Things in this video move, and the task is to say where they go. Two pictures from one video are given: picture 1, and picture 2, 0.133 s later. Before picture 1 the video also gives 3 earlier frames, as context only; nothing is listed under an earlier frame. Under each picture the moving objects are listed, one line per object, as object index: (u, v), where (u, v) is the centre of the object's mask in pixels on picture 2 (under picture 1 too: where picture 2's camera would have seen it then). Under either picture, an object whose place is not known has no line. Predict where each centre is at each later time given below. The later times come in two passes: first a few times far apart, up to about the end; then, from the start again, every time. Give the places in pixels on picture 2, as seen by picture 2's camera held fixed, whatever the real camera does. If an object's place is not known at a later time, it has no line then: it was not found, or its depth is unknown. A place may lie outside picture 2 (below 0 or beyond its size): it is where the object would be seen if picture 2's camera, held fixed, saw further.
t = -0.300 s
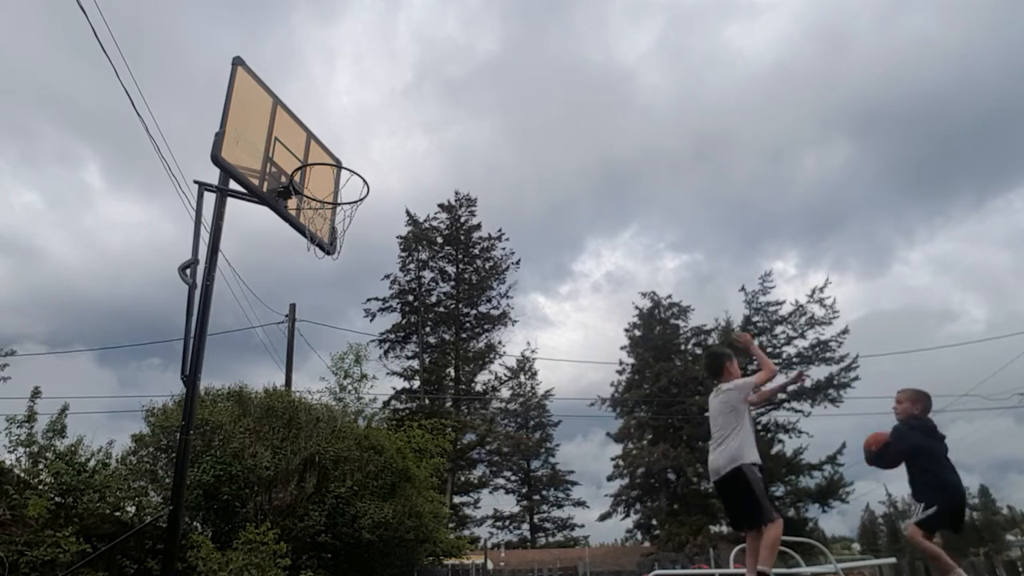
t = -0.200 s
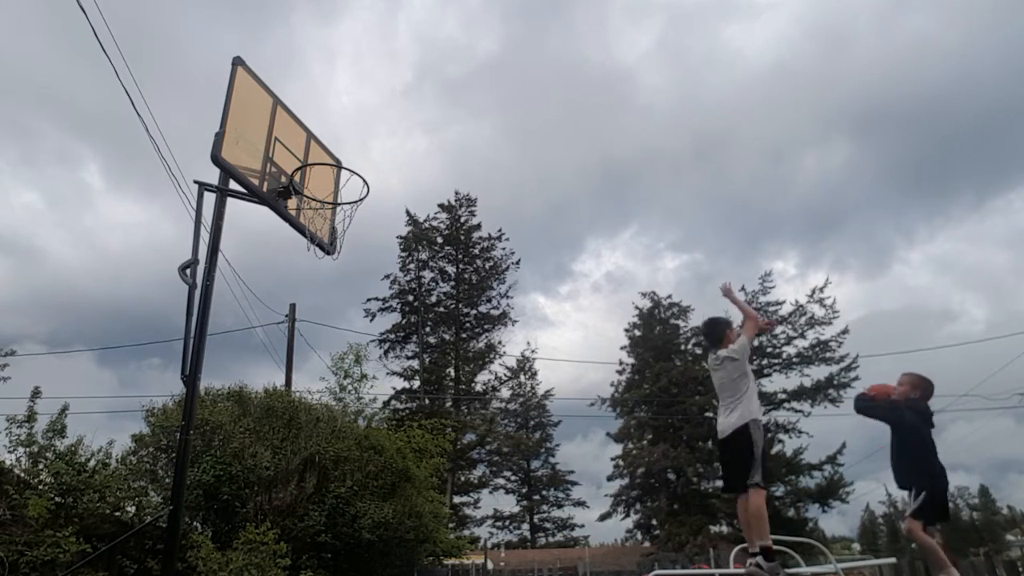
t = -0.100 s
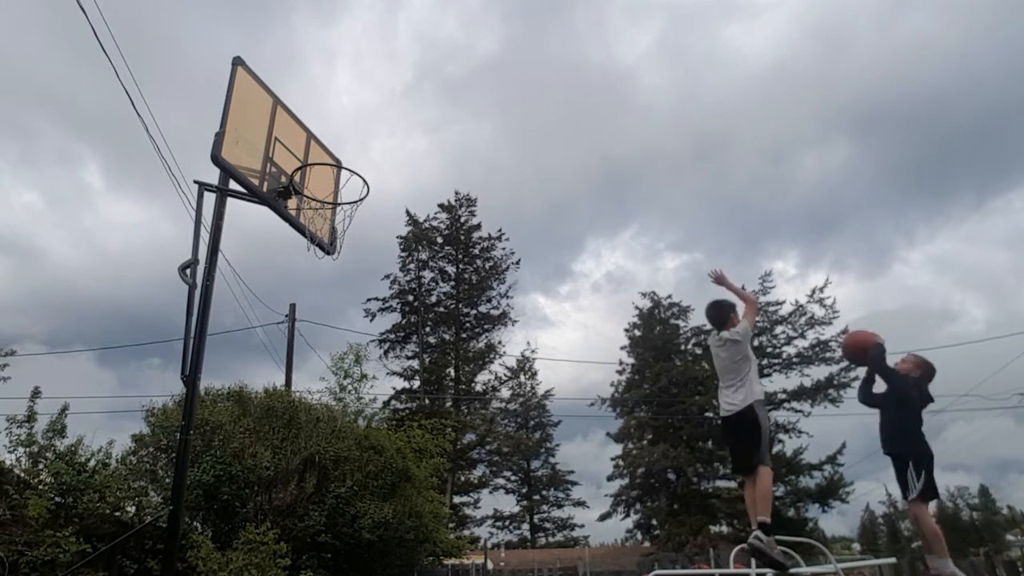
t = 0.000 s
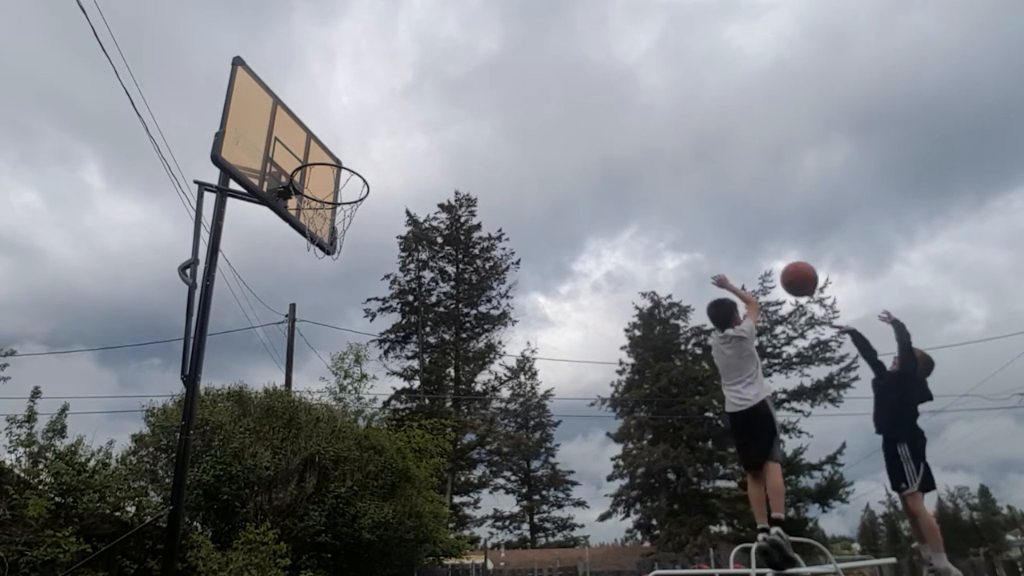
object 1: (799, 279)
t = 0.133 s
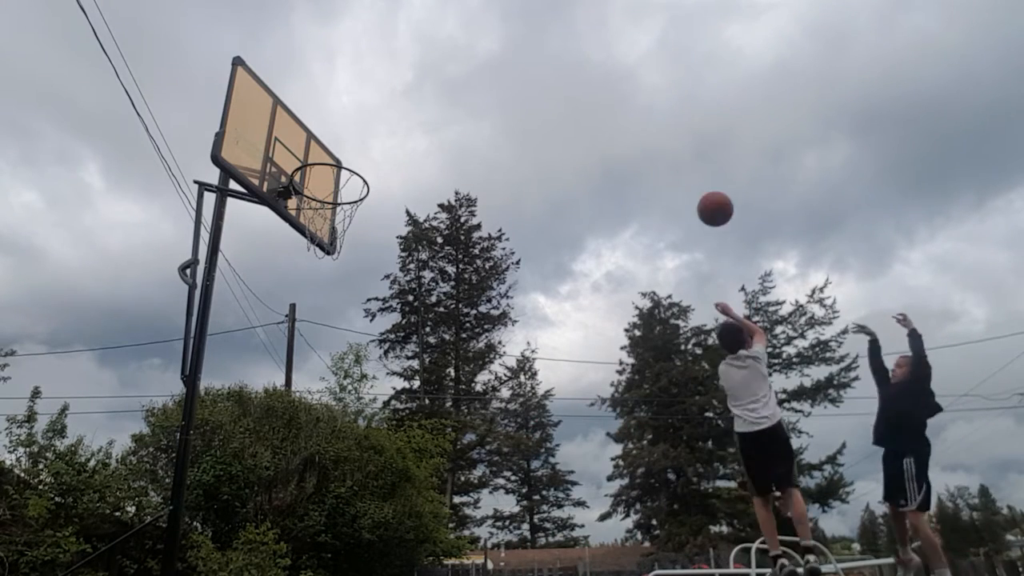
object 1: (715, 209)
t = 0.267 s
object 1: (638, 164)
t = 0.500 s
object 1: (509, 139)
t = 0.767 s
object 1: (395, 185)
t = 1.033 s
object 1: (510, 300)
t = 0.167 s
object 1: (695, 195)
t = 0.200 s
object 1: (676, 183)
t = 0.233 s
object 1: (657, 173)
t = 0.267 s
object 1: (638, 164)
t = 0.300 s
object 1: (619, 156)
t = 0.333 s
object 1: (600, 150)
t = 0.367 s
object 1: (582, 145)
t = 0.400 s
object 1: (564, 141)
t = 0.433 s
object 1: (546, 139)
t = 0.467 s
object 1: (527, 138)
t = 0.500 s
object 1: (509, 139)
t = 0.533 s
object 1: (490, 141)
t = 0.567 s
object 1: (471, 144)
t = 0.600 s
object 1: (452, 149)
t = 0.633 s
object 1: (432, 155)
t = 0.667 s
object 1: (412, 163)
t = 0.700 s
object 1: (392, 173)
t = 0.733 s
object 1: (383, 181)
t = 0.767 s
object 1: (395, 185)
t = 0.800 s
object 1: (407, 192)
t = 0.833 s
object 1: (420, 200)
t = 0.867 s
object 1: (433, 211)
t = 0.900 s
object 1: (447, 223)
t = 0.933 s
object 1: (462, 238)
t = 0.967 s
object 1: (477, 256)
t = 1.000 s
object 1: (493, 276)
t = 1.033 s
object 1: (510, 300)
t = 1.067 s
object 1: (528, 327)
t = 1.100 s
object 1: (546, 358)
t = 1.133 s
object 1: (567, 393)
